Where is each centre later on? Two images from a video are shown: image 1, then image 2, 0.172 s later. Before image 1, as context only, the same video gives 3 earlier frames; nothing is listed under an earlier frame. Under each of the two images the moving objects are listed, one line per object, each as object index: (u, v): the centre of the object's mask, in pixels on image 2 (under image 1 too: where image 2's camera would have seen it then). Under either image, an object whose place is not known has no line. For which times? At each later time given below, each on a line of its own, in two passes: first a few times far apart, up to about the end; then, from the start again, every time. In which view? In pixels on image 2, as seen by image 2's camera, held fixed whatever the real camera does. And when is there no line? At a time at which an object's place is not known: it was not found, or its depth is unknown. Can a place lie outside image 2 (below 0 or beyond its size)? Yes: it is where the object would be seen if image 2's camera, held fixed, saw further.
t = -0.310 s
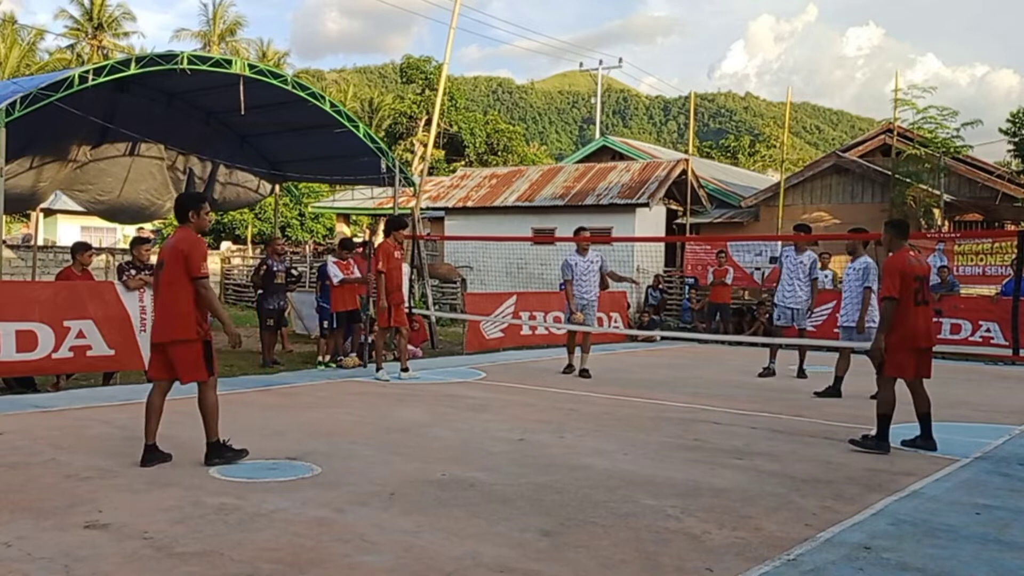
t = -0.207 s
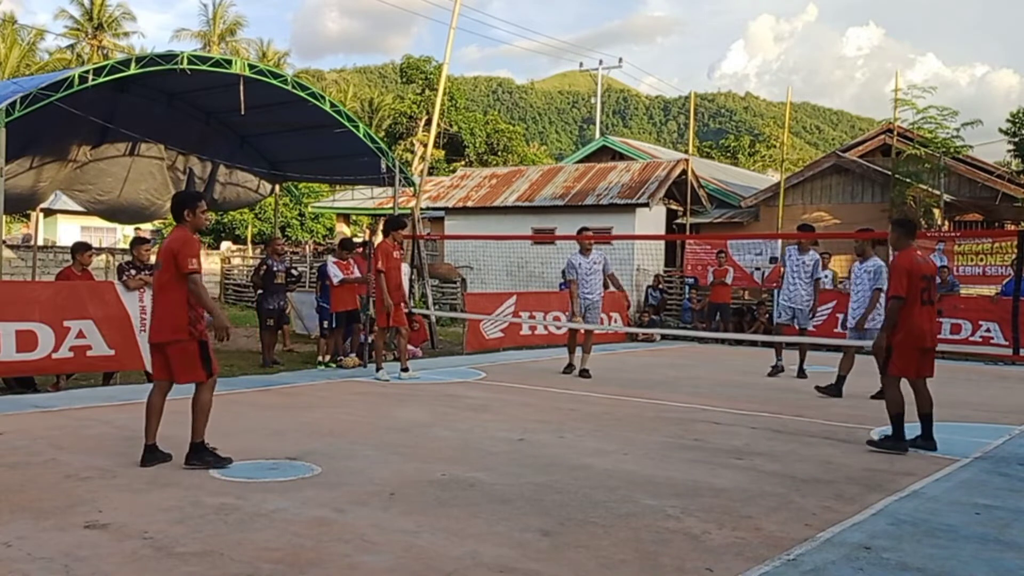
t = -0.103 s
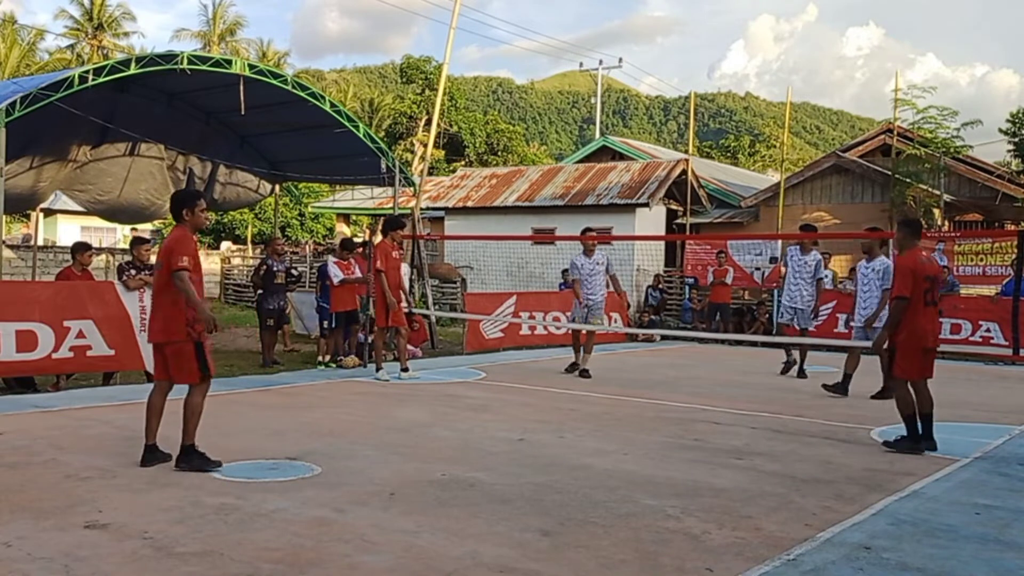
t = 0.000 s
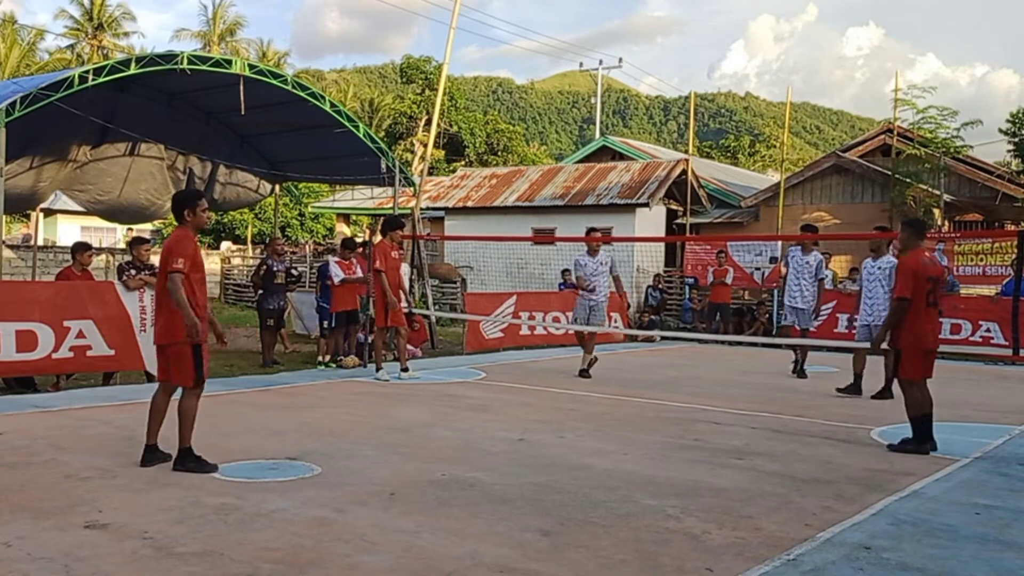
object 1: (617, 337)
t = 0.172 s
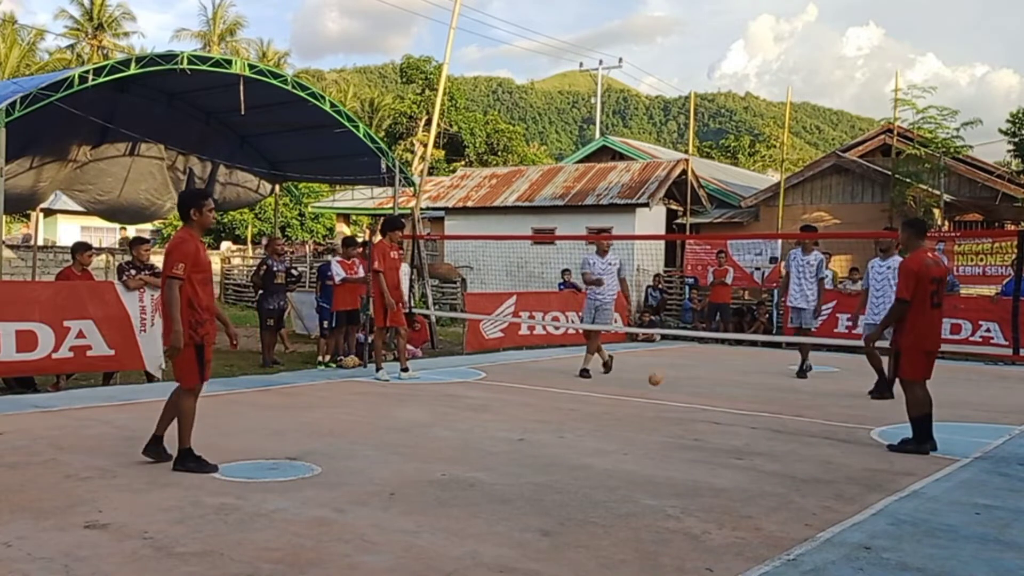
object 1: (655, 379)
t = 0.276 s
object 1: (673, 374)
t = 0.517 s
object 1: (712, 365)
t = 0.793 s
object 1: (760, 398)
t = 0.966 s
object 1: (790, 392)
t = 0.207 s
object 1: (661, 388)
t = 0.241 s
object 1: (667, 380)
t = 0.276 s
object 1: (673, 374)
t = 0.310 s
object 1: (678, 369)
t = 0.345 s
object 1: (684, 366)
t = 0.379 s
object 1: (690, 364)
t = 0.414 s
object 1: (695, 362)
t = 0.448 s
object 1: (700, 361)
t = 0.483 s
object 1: (706, 363)
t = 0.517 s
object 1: (712, 365)
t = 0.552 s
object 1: (718, 369)
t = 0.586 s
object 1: (724, 374)
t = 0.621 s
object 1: (731, 381)
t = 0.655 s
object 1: (737, 388)
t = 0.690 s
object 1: (743, 398)
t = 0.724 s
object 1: (750, 408)
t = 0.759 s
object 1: (755, 403)
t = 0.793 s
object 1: (760, 398)
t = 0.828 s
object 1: (766, 394)
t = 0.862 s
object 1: (772, 391)
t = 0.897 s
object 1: (778, 390)
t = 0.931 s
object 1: (784, 390)
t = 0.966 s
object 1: (790, 392)
